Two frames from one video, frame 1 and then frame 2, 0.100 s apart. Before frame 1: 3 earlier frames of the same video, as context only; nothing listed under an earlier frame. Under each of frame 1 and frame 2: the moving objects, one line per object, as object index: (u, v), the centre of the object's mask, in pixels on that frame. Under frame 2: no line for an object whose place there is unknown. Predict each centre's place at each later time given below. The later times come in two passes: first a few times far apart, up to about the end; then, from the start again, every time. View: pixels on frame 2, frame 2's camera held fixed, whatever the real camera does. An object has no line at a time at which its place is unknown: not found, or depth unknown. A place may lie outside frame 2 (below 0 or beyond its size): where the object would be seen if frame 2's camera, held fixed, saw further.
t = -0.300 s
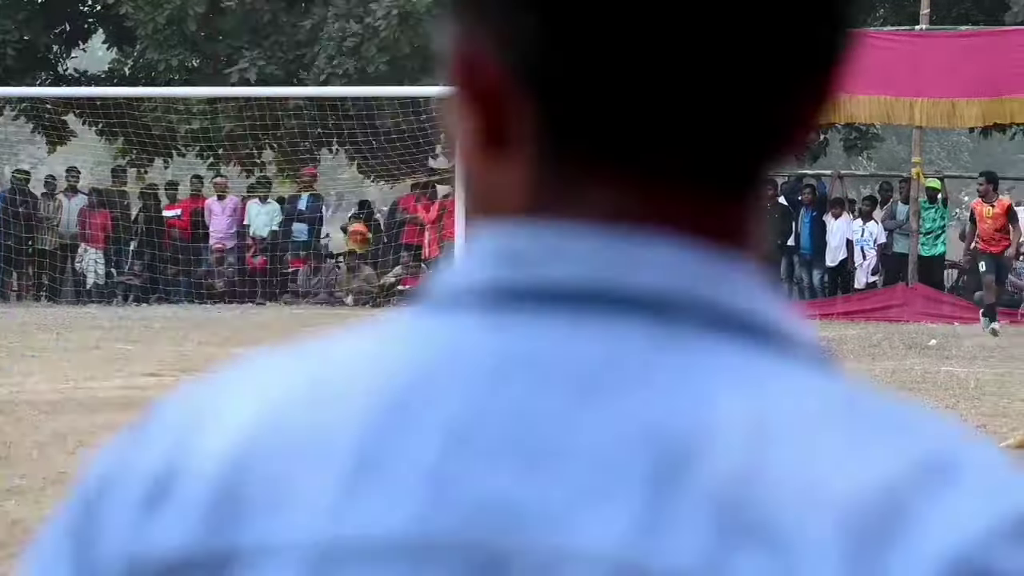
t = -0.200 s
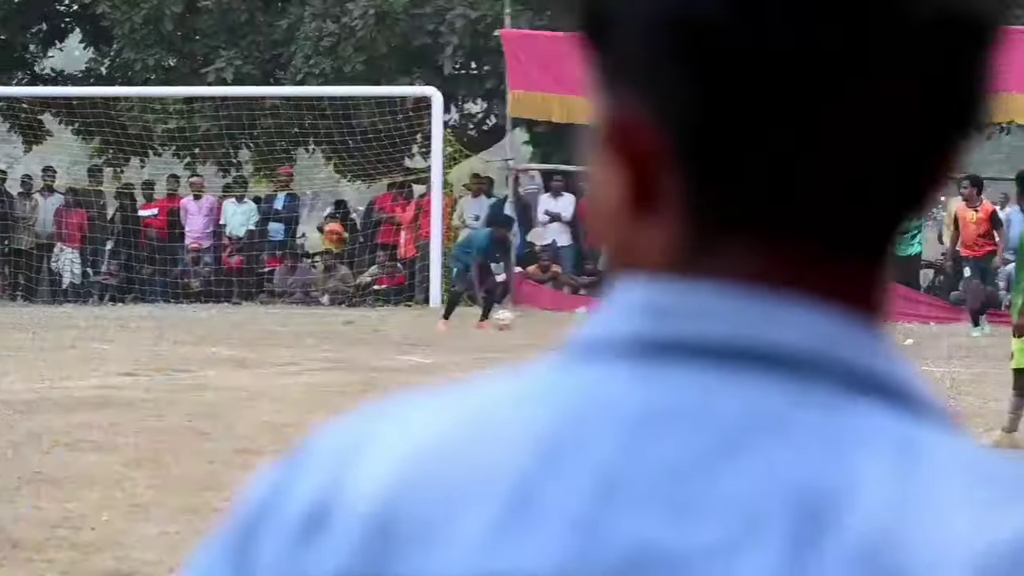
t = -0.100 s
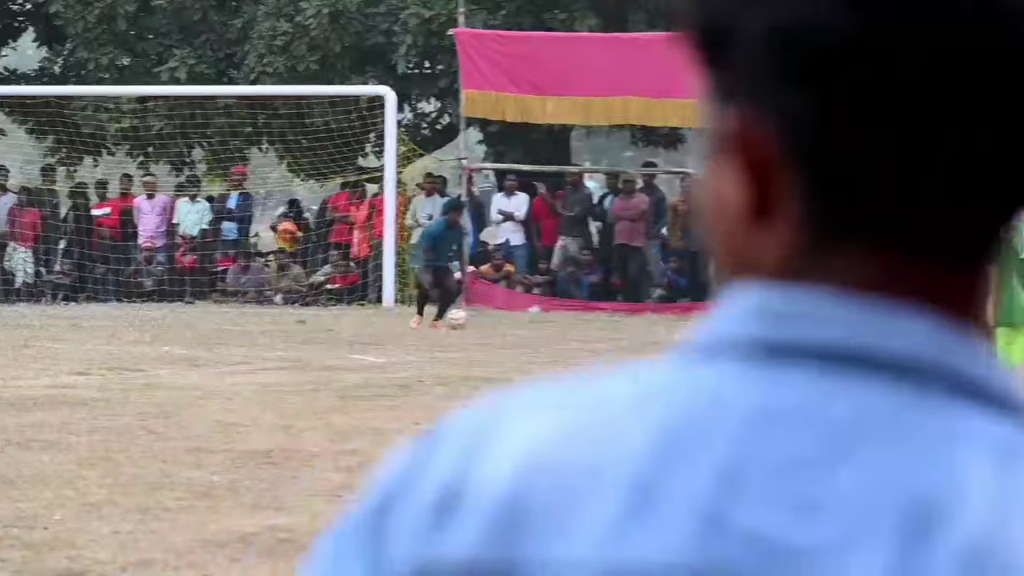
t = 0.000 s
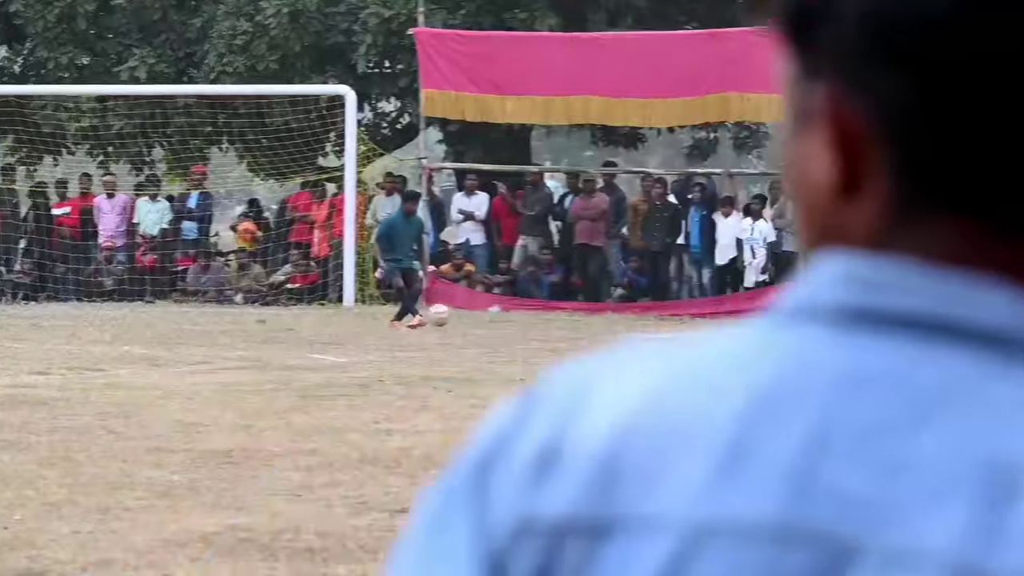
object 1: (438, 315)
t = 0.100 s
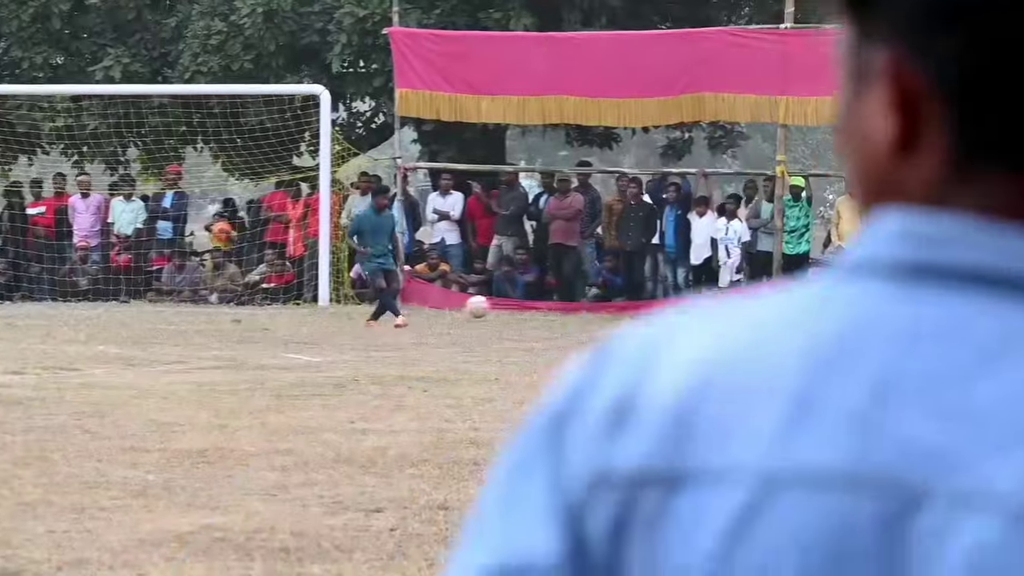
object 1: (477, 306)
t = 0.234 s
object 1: (559, 312)
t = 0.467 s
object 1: (668, 302)
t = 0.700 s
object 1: (749, 301)
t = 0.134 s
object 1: (497, 306)
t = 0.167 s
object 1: (517, 307)
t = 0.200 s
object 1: (537, 309)
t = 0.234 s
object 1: (559, 312)
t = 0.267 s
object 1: (580, 317)
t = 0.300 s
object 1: (601, 323)
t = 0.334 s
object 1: (622, 329)
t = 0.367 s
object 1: (633, 321)
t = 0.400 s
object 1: (645, 313)
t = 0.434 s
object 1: (656, 307)
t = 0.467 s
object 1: (668, 302)
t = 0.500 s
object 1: (679, 299)
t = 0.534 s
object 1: (690, 296)
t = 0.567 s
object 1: (703, 295)
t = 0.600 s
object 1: (715, 294)
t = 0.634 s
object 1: (727, 296)
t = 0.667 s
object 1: (738, 298)
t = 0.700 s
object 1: (749, 301)
